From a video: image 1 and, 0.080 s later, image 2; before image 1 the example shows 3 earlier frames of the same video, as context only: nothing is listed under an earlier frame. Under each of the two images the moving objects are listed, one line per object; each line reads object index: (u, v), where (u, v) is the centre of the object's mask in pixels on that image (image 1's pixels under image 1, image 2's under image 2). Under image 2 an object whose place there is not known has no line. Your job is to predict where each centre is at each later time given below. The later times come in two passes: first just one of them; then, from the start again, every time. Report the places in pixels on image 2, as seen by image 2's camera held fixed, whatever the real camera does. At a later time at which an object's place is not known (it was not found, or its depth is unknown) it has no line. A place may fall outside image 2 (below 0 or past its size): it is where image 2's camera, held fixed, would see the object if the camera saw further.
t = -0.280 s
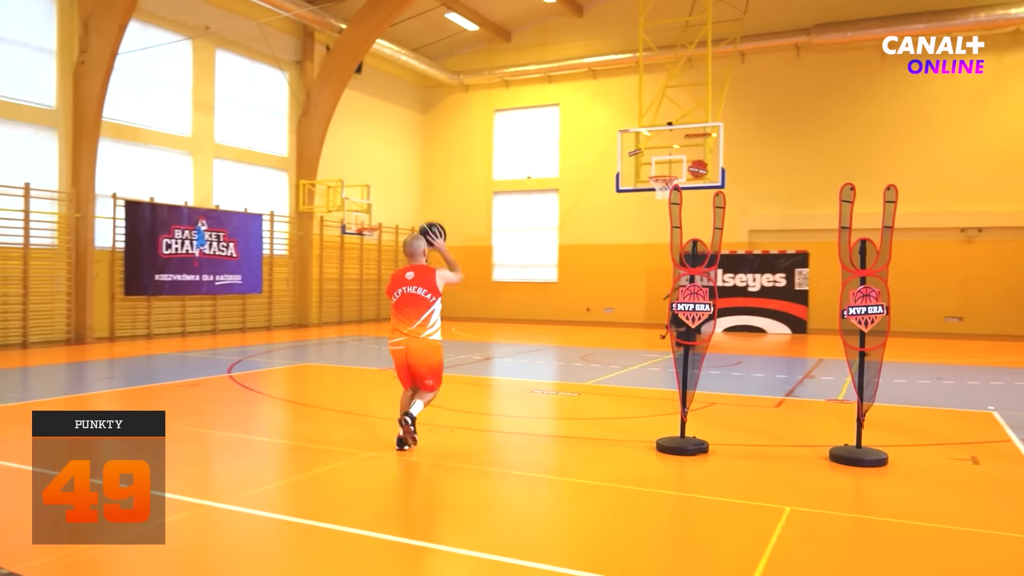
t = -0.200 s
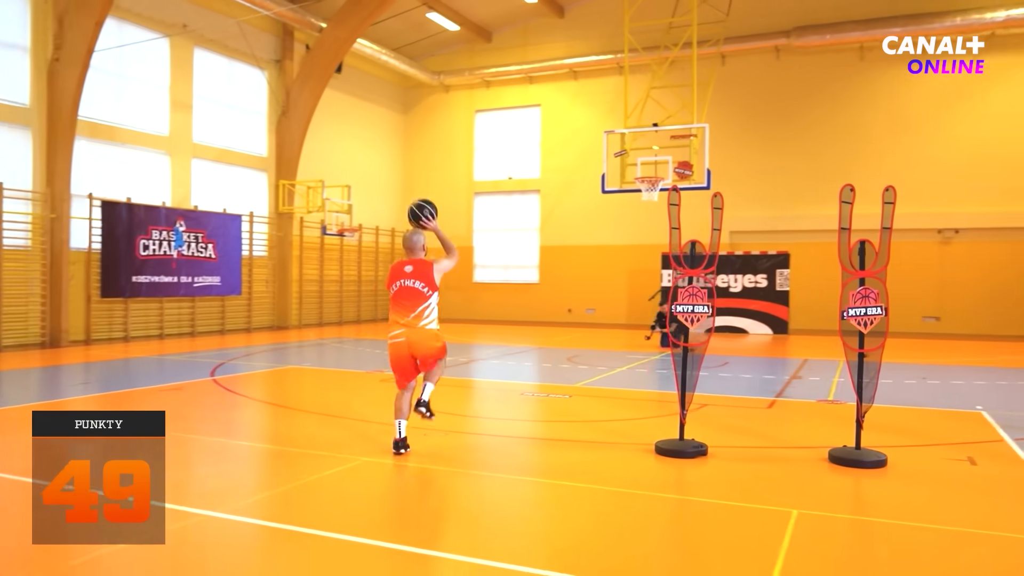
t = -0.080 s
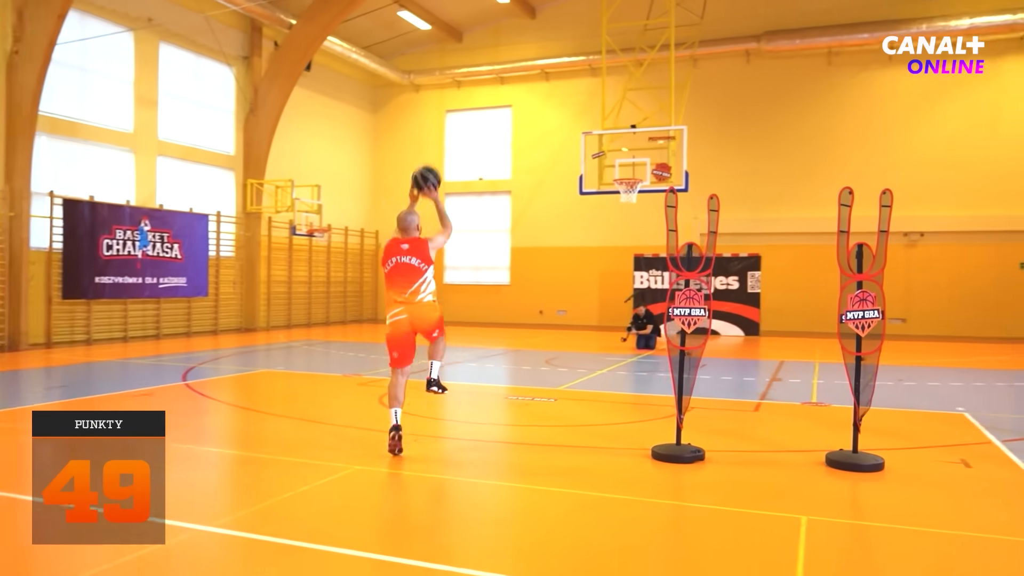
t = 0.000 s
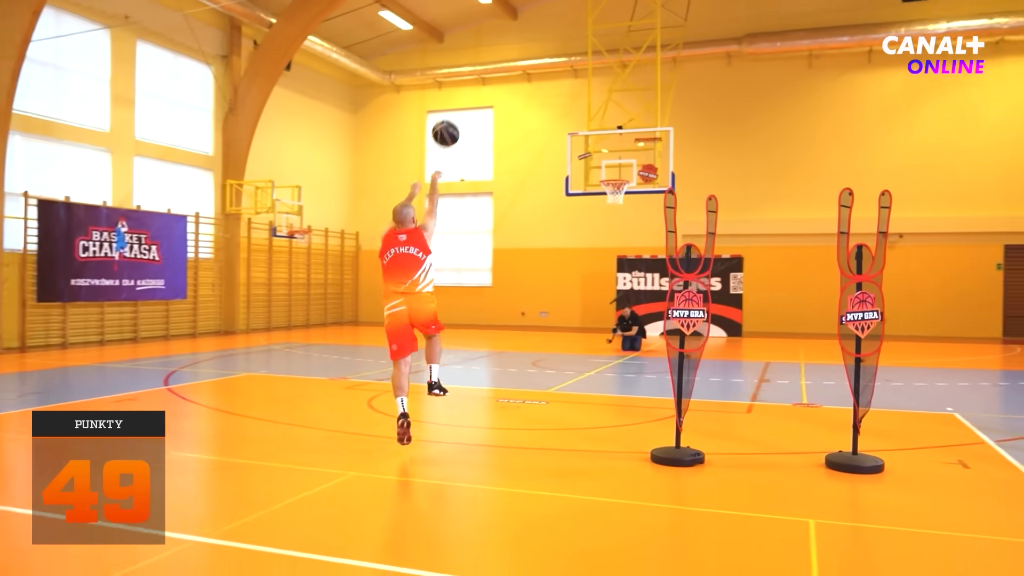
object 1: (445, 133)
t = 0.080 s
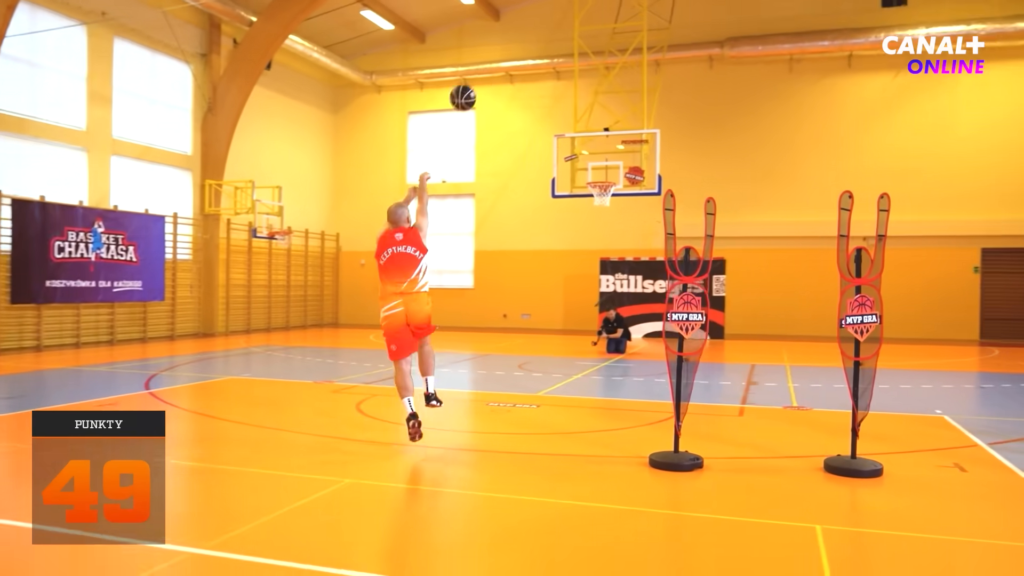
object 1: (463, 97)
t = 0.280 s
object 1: (524, 51)
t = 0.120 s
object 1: (477, 83)
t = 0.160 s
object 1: (490, 72)
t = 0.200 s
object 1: (502, 63)
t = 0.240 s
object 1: (513, 56)
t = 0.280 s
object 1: (524, 51)
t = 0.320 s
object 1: (534, 47)
